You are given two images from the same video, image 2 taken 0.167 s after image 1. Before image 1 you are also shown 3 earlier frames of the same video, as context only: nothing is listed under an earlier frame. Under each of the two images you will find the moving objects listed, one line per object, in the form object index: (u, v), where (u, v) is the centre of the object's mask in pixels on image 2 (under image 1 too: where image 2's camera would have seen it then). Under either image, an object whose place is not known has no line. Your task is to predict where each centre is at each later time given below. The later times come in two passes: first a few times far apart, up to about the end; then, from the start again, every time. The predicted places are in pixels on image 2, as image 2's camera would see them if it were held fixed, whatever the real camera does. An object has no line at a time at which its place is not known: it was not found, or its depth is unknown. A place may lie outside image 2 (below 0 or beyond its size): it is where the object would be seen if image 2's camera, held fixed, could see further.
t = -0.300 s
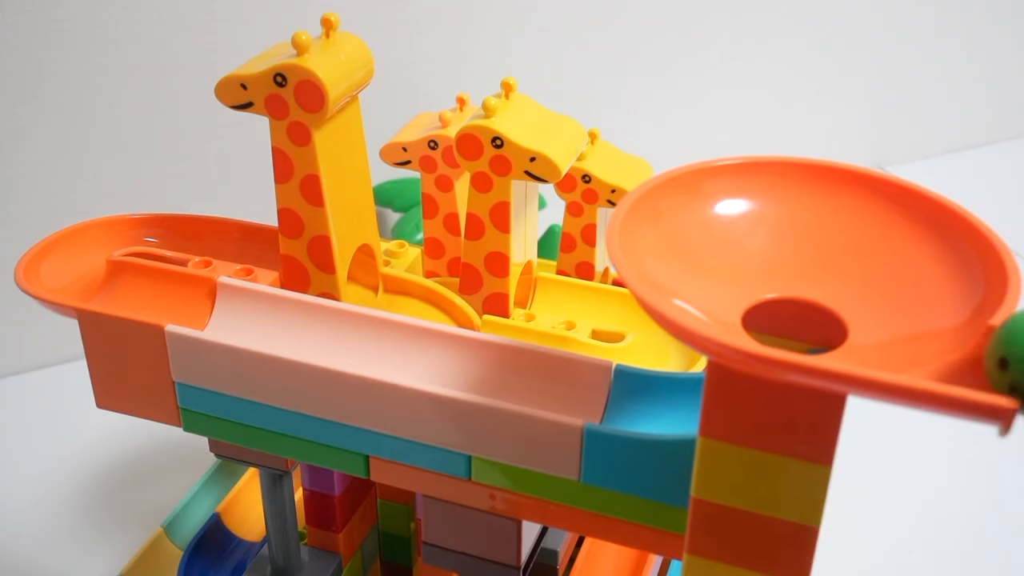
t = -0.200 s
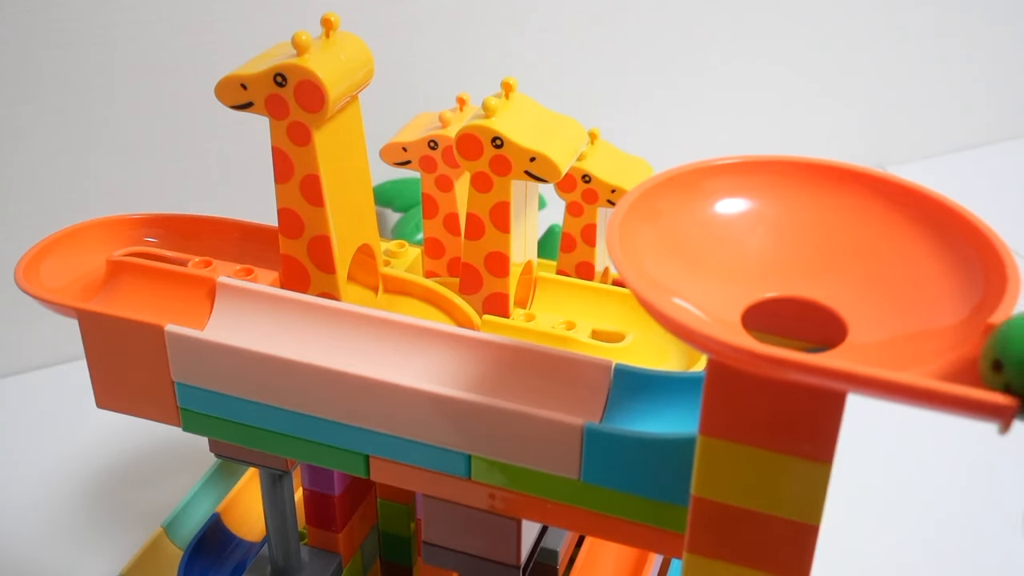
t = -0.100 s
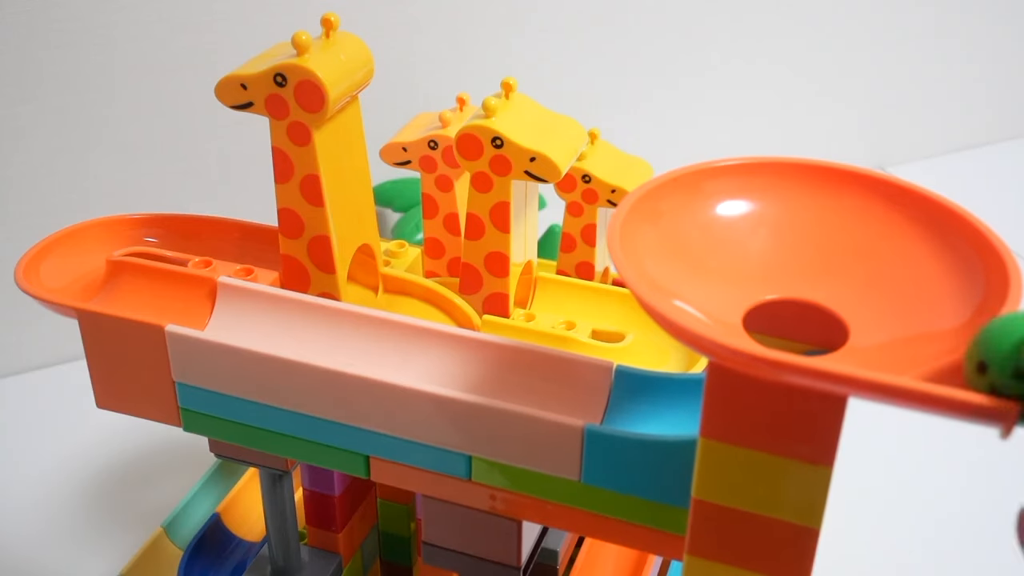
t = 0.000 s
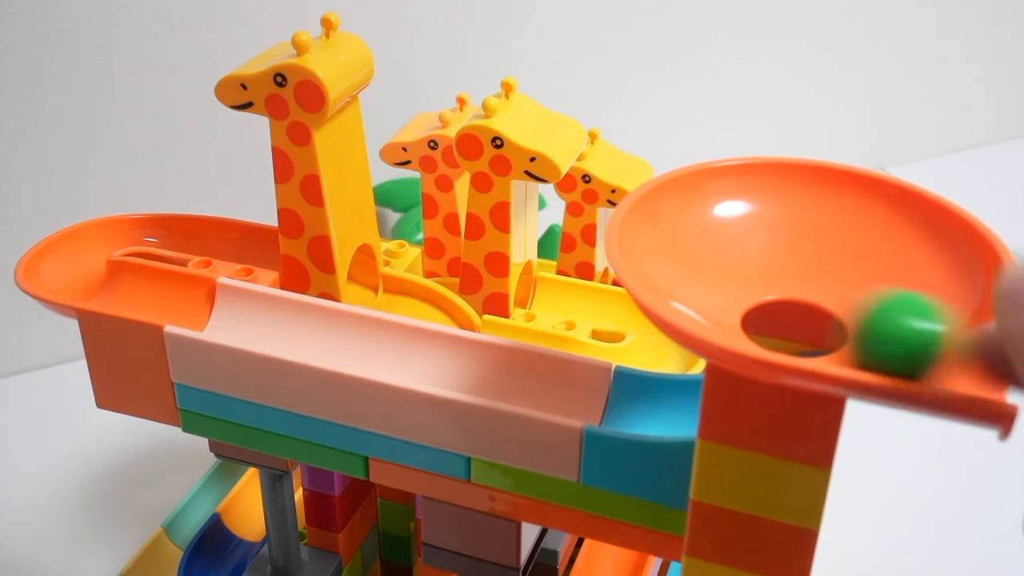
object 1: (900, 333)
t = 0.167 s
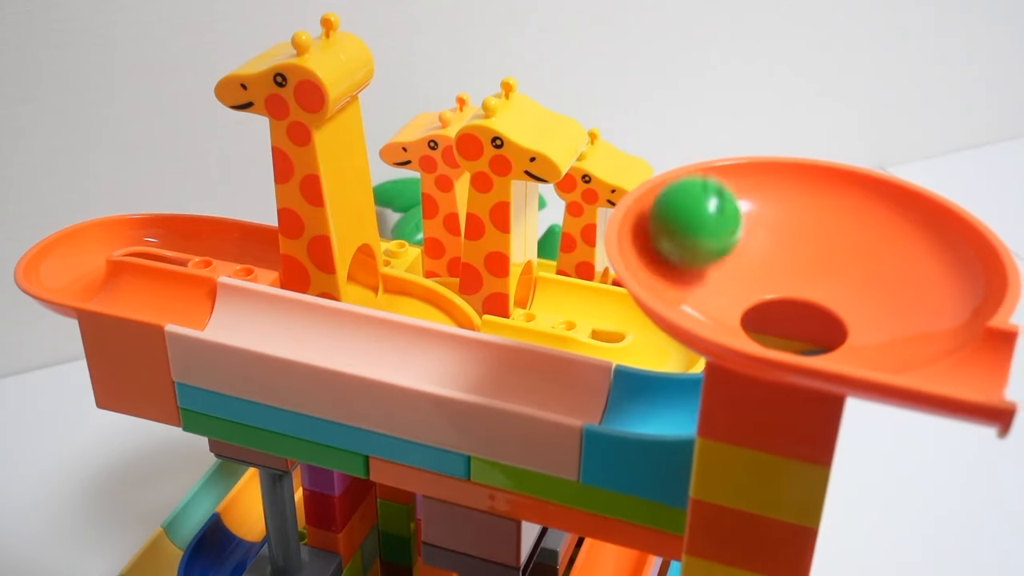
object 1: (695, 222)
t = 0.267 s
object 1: (766, 200)
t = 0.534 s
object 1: (861, 321)
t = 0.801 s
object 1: (759, 220)
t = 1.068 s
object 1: (867, 319)
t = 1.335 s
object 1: (745, 232)
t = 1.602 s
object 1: (884, 311)
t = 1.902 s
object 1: (749, 241)
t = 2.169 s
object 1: (874, 309)
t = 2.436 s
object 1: (740, 252)
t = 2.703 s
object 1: (882, 298)
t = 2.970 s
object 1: (732, 269)
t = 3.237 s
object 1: (881, 283)
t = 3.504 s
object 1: (741, 284)
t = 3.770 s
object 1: (860, 278)
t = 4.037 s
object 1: (766, 296)
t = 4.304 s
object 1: (831, 273)
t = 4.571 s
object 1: (787, 306)
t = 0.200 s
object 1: (710, 203)
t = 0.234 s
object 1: (734, 197)
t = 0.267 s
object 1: (766, 200)
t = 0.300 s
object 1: (798, 215)
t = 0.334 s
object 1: (832, 234)
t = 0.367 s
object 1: (862, 256)
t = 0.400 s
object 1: (886, 278)
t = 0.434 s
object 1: (899, 294)
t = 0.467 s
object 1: (899, 308)
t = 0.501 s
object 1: (885, 318)
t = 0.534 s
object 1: (861, 321)
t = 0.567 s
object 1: (828, 319)
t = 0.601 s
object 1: (796, 314)
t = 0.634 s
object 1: (766, 305)
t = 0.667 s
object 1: (742, 290)
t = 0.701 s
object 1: (729, 269)
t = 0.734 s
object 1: (729, 246)
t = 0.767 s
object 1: (740, 229)
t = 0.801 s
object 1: (759, 220)
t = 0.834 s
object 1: (783, 220)
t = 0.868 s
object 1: (811, 228)
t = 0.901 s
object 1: (838, 245)
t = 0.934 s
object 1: (862, 264)
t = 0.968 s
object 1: (880, 283)
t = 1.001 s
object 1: (888, 299)
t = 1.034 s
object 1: (884, 311)
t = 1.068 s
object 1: (867, 319)
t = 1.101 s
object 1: (843, 319)
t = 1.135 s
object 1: (812, 317)
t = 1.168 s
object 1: (785, 310)
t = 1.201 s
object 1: (757, 299)
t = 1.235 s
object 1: (738, 283)
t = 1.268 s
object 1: (729, 261)
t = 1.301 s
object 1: (731, 244)
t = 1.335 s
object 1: (745, 232)
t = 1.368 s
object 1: (765, 229)
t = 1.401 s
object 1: (791, 235)
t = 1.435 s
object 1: (819, 246)
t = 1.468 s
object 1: (847, 260)
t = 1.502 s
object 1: (871, 275)
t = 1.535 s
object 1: (887, 289)
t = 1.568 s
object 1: (892, 300)
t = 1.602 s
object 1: (884, 311)
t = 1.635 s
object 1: (863, 317)
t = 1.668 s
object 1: (834, 317)
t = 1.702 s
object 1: (801, 313)
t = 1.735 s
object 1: (774, 305)
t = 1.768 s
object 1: (748, 291)
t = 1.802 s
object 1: (732, 274)
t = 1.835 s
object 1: (727, 258)
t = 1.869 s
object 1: (733, 245)
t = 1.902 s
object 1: (749, 241)
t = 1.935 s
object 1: (772, 242)
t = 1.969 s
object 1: (800, 246)
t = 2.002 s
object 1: (829, 255)
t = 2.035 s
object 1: (856, 265)
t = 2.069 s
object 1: (877, 276)
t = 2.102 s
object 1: (888, 288)
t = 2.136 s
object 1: (887, 299)
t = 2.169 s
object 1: (874, 309)
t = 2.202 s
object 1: (850, 314)
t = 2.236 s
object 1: (820, 314)
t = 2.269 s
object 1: (791, 309)
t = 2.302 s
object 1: (763, 300)
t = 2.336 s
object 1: (742, 287)
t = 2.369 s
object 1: (731, 273)
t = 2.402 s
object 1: (731, 261)
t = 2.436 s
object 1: (740, 252)
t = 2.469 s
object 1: (759, 249)
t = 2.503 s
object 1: (783, 249)
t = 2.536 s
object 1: (810, 253)
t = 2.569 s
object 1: (837, 259)
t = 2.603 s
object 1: (861, 268)
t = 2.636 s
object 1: (878, 277)
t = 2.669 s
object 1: (885, 288)
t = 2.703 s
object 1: (882, 298)
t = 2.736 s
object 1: (867, 308)
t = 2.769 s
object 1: (843, 313)
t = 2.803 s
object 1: (816, 312)
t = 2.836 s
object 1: (790, 308)
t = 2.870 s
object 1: (763, 300)
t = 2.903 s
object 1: (744, 290)
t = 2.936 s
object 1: (733, 280)
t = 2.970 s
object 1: (732, 269)
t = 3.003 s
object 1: (741, 261)
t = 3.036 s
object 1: (756, 257)
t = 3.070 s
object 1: (779, 256)
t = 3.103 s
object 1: (804, 258)
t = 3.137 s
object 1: (831, 261)
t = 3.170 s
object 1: (854, 267)
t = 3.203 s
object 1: (871, 275)
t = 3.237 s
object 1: (881, 283)
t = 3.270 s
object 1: (880, 293)
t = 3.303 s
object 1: (869, 302)
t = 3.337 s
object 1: (850, 308)
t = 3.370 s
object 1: (825, 311)
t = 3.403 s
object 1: (799, 309)
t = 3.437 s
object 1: (775, 303)
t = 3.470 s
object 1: (754, 293)
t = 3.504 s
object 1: (741, 284)
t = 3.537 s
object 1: (737, 273)
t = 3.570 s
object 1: (741, 266)
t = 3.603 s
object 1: (752, 261)
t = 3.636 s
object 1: (771, 259)
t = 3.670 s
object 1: (793, 260)
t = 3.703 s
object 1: (818, 264)
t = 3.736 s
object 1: (841, 270)
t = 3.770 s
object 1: (860, 278)
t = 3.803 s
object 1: (872, 286)
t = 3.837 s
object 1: (875, 293)
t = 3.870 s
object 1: (869, 301)
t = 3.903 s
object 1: (855, 307)
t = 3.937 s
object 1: (834, 310)
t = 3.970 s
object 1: (810, 308)
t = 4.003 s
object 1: (787, 304)
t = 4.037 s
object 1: (766, 296)
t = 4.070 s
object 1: (753, 284)
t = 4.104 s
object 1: (747, 272)
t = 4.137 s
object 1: (749, 263)
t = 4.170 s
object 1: (759, 258)
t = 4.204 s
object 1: (773, 256)
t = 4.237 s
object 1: (791, 258)
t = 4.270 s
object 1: (812, 264)
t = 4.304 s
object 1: (831, 273)
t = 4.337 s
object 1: (846, 284)
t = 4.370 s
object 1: (854, 295)
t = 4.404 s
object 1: (854, 304)
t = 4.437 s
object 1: (848, 310)
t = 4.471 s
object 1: (836, 313)
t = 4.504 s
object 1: (821, 313)
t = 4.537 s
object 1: (804, 310)
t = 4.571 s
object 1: (787, 306)
